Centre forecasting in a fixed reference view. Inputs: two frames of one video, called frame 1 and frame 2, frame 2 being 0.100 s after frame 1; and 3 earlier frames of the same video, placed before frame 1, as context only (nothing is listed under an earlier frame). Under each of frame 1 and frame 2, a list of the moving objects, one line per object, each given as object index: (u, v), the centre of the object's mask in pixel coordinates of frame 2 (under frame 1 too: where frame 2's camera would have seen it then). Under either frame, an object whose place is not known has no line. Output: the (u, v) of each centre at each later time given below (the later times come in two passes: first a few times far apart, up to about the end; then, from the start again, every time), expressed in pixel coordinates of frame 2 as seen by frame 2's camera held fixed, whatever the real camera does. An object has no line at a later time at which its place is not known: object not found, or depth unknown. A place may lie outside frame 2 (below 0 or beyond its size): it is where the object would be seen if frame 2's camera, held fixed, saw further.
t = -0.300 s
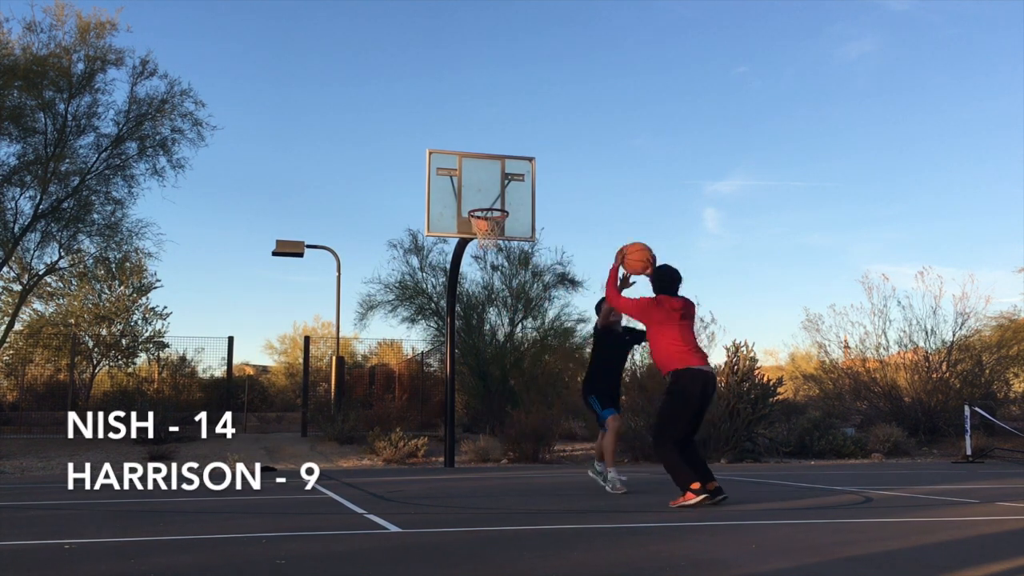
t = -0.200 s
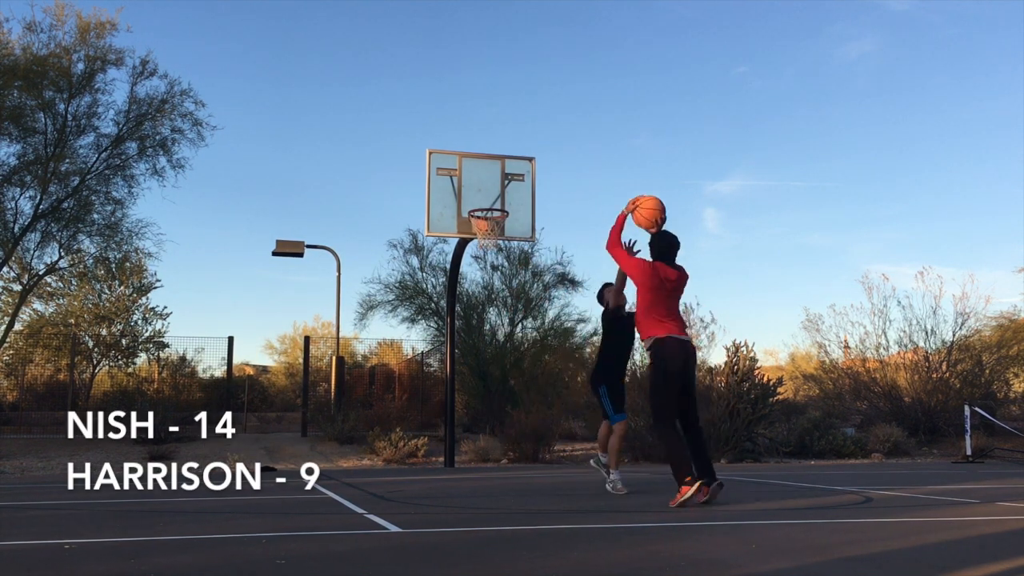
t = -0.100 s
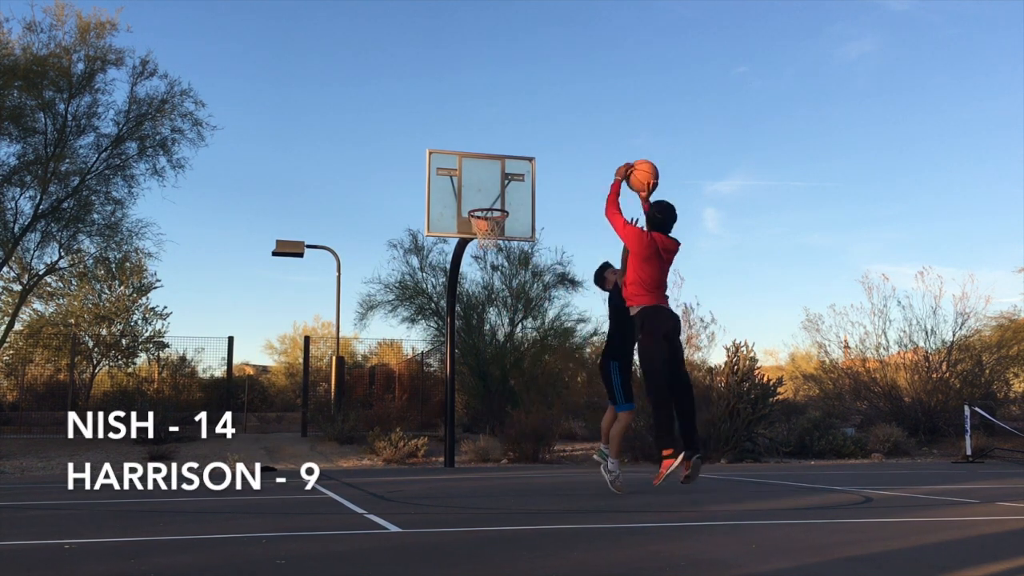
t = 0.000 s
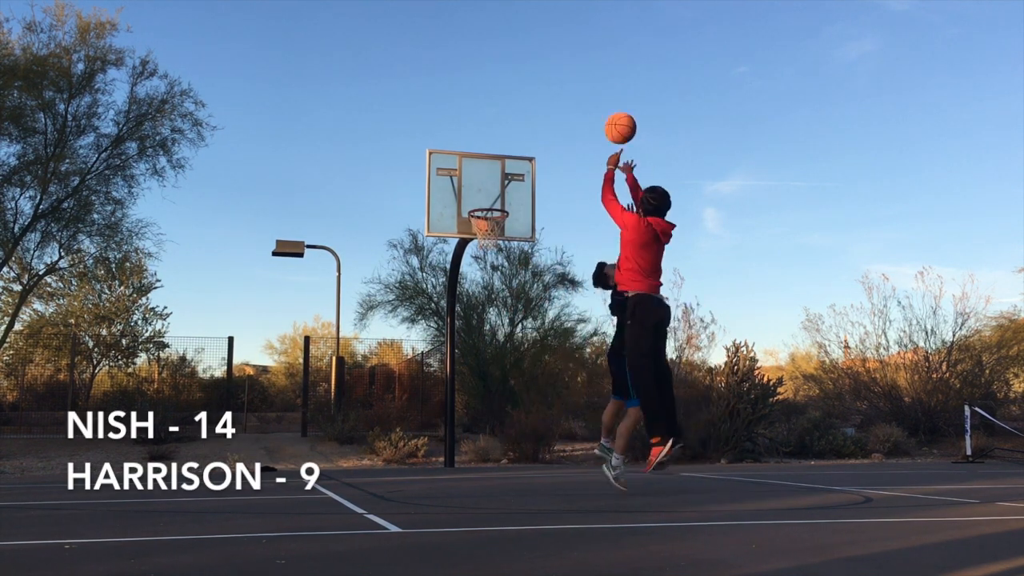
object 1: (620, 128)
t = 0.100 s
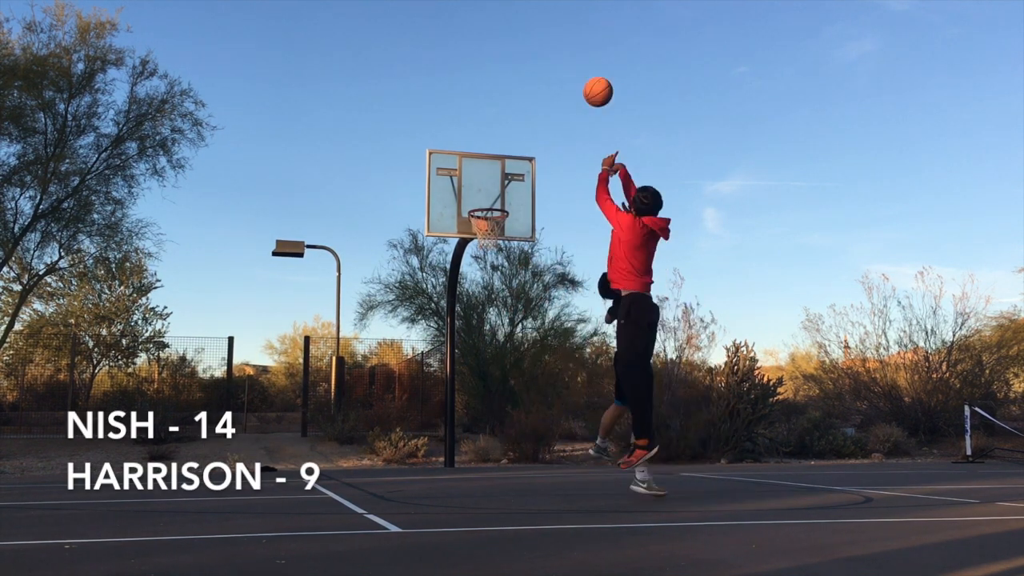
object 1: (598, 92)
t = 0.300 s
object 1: (561, 62)
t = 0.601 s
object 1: (521, 95)
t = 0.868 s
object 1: (492, 179)
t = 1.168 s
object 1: (468, 190)
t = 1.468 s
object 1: (437, 251)
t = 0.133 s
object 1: (591, 83)
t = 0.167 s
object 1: (585, 76)
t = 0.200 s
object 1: (578, 70)
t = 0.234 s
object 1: (572, 66)
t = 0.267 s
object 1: (567, 63)
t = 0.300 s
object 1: (561, 62)
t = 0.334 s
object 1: (556, 62)
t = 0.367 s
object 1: (551, 62)
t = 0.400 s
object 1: (547, 64)
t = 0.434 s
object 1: (542, 67)
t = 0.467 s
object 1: (537, 71)
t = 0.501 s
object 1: (533, 76)
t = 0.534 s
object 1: (528, 81)
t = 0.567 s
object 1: (524, 88)
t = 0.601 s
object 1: (521, 95)
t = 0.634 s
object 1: (517, 103)
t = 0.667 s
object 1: (513, 112)
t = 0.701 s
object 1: (509, 121)
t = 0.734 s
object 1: (506, 131)
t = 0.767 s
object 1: (502, 142)
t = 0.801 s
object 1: (499, 154)
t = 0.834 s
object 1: (495, 167)
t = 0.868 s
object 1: (492, 179)
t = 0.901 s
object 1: (489, 193)
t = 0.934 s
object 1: (487, 204)
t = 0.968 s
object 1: (484, 200)
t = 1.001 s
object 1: (482, 196)
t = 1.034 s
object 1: (479, 193)
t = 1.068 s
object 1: (476, 191)
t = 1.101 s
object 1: (474, 190)
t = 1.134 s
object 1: (471, 189)
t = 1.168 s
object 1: (468, 190)
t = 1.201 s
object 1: (465, 192)
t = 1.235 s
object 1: (462, 195)
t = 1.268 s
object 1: (459, 199)
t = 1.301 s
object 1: (456, 204)
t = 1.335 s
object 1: (452, 211)
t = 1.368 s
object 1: (448, 218)
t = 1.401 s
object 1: (445, 228)
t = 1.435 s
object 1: (441, 239)
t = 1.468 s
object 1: (437, 251)
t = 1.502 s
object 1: (433, 265)
